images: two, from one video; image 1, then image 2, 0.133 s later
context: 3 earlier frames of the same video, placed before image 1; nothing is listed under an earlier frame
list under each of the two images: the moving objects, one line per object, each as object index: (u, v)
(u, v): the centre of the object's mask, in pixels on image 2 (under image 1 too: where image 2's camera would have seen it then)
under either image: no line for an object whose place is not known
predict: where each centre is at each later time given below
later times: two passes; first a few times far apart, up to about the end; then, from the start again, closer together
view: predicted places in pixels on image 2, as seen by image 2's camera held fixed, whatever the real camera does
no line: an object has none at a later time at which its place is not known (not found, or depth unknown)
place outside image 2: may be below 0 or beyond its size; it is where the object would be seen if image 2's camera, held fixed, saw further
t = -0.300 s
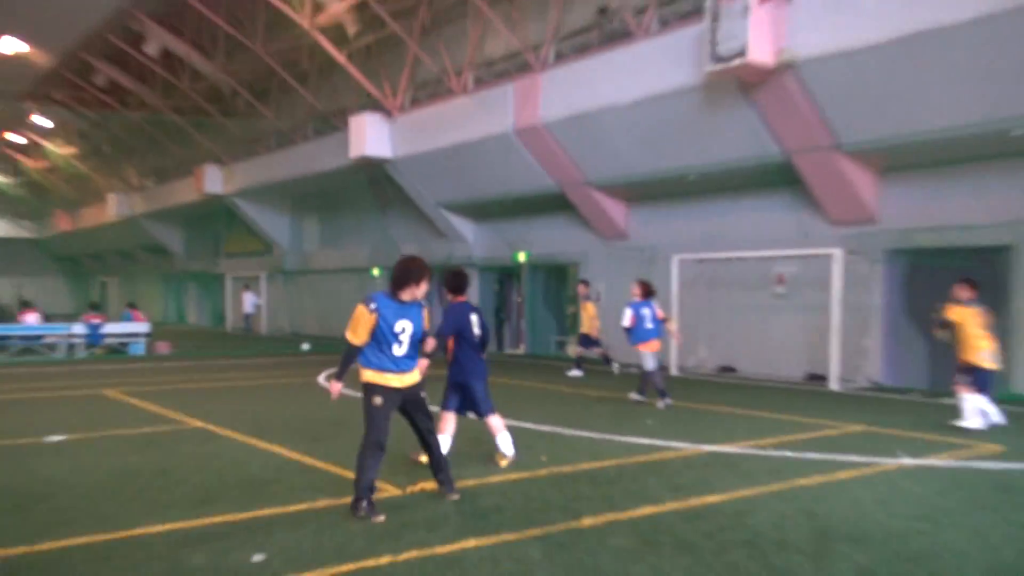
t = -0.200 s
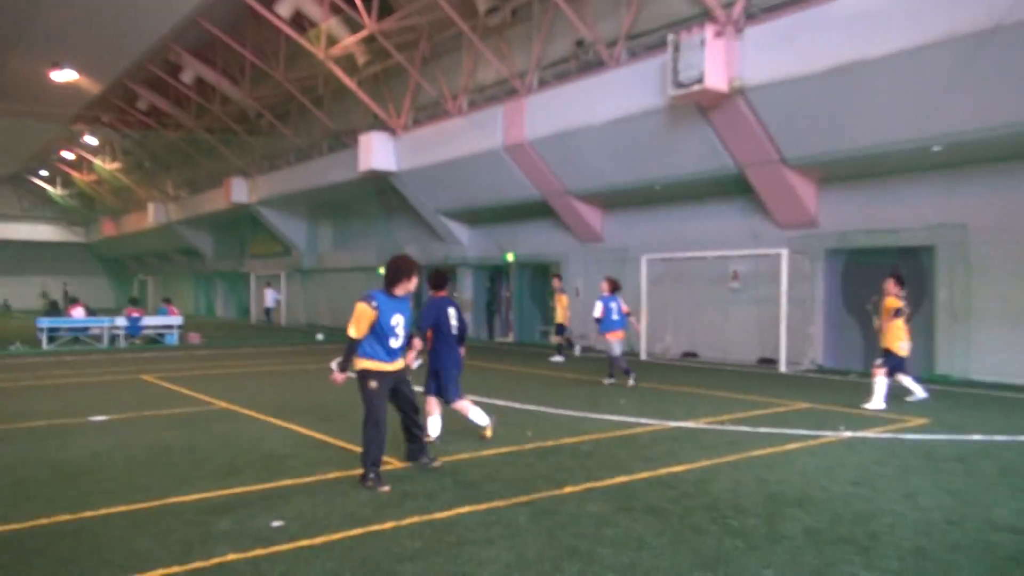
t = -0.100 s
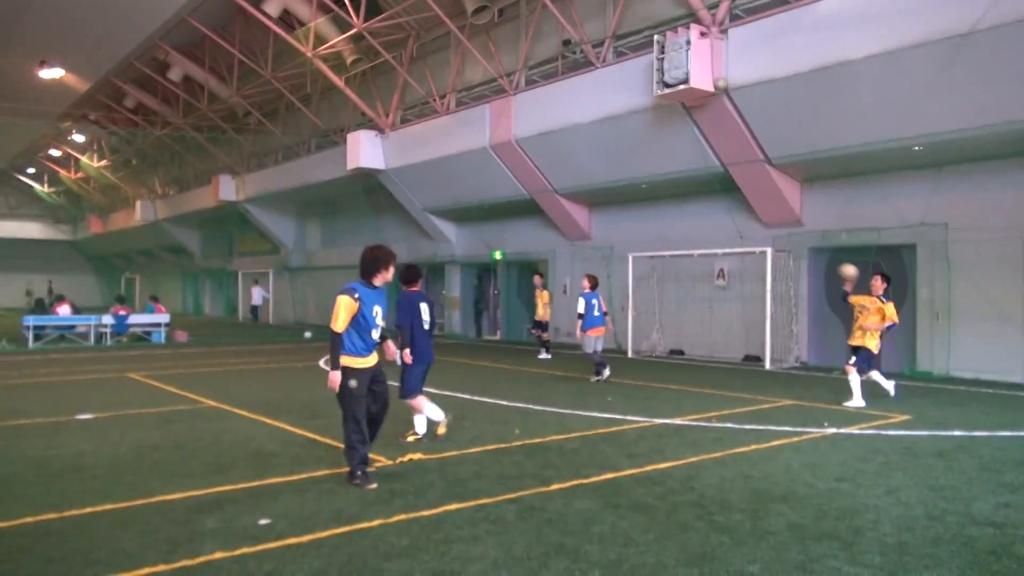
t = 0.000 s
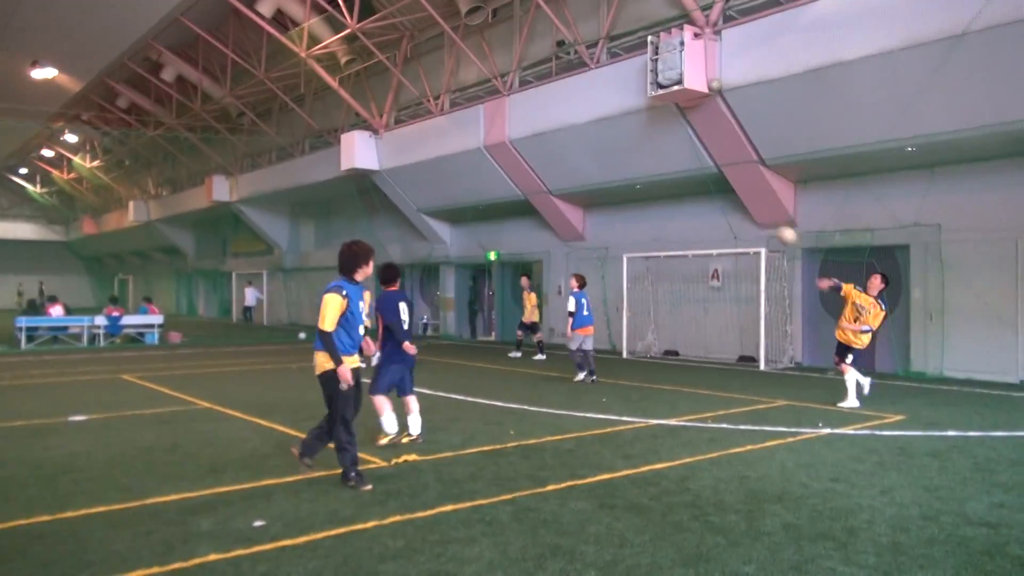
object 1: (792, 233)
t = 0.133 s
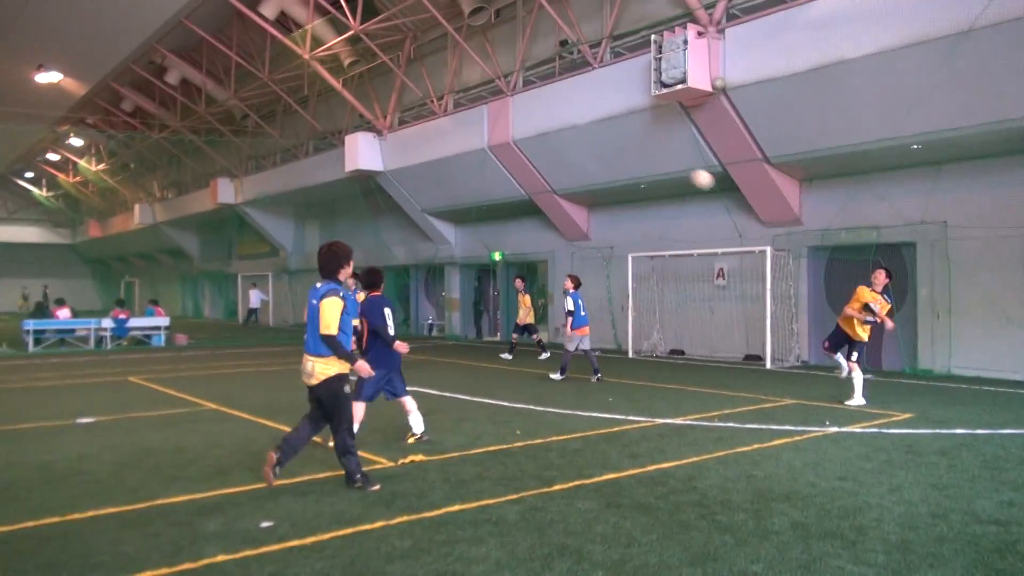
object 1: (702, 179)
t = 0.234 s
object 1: (619, 139)
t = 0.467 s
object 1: (348, 45)
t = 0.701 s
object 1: (-164, -46)
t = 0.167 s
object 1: (677, 165)
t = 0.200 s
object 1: (649, 152)
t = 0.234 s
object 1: (619, 139)
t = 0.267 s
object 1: (589, 125)
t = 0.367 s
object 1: (482, 85)
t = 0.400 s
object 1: (441, 71)
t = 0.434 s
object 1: (396, 57)
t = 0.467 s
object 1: (348, 45)
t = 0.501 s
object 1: (296, 31)
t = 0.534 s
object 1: (236, 19)
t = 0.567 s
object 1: (173, 5)
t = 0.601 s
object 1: (102, -8)
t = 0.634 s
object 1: (24, -20)
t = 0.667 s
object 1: (-63, -32)
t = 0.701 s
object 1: (-164, -46)
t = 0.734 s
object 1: (-274, -59)
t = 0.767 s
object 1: (-402, -71)
